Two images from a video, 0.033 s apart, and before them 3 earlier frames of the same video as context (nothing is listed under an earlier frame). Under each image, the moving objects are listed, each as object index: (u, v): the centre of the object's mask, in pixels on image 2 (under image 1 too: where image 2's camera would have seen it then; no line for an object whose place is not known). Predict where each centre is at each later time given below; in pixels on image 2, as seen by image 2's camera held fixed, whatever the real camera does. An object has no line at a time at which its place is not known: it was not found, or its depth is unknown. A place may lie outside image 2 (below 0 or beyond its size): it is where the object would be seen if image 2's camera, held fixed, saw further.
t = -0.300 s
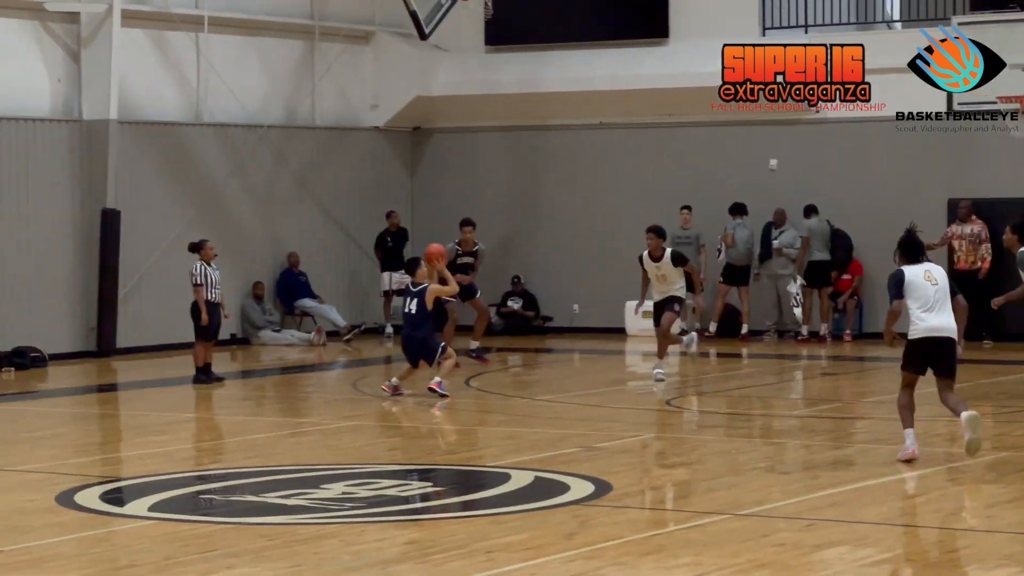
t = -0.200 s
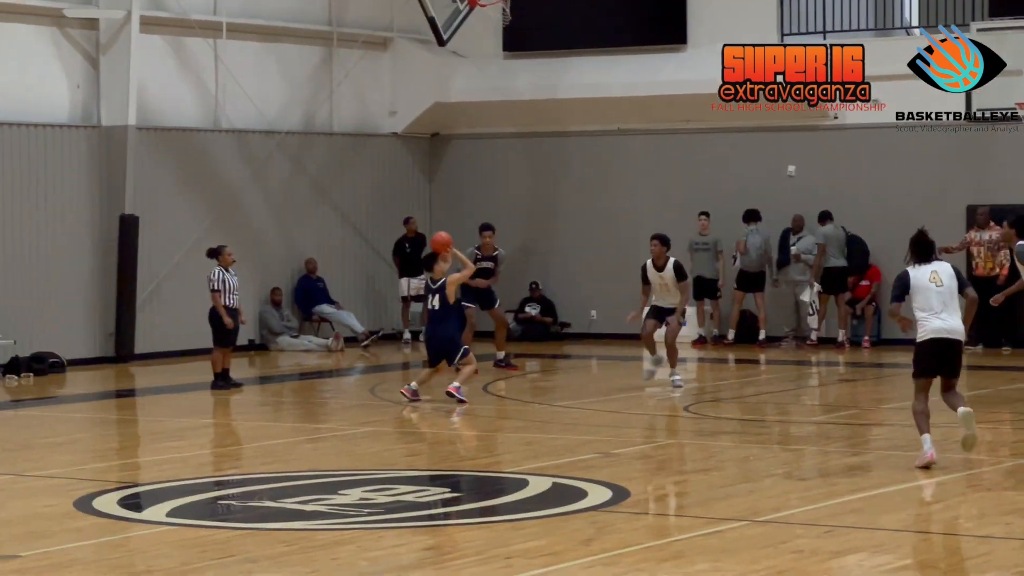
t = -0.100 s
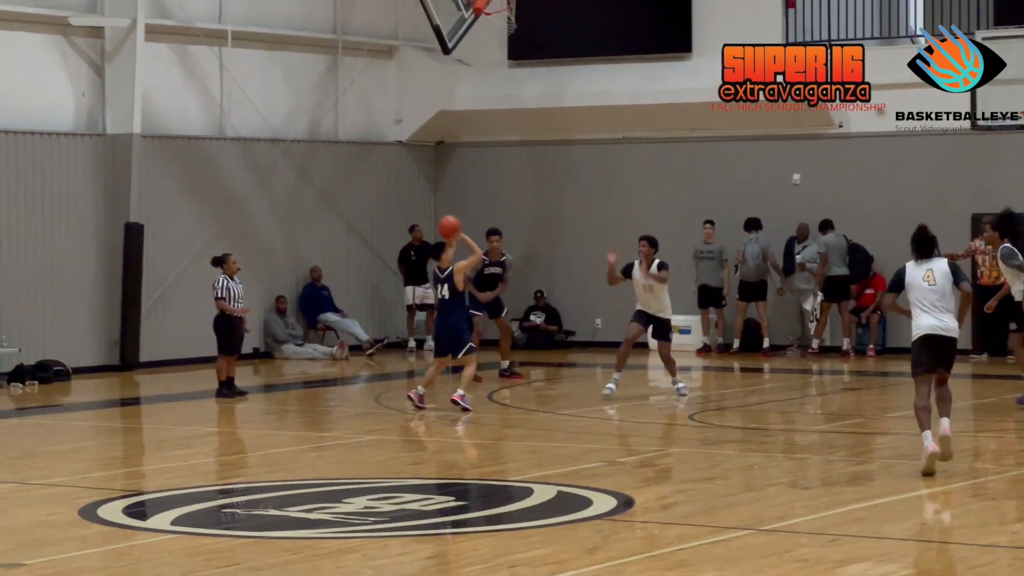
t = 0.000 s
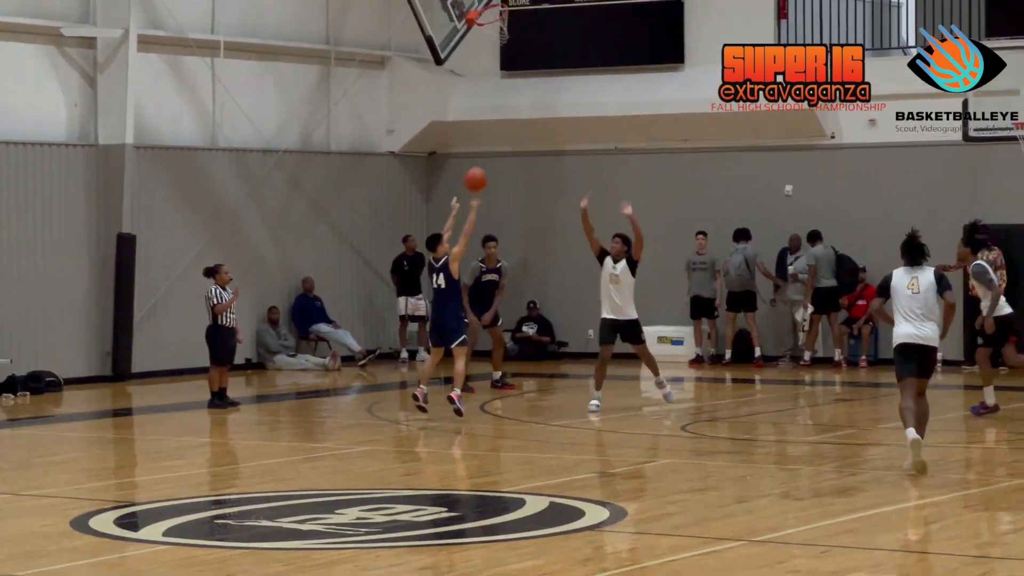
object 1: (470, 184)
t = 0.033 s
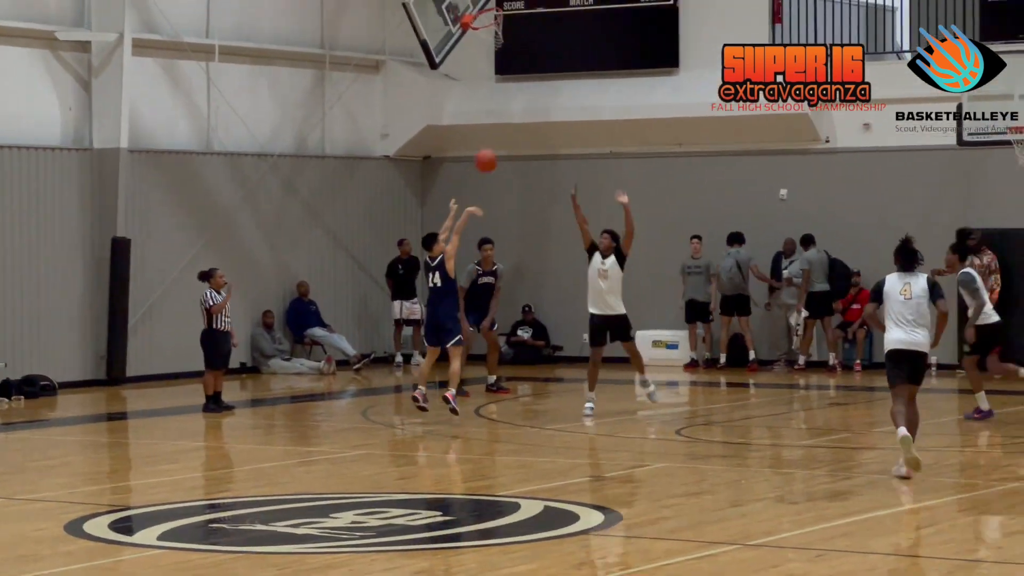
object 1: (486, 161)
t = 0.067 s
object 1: (500, 139)
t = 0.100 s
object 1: (515, 120)
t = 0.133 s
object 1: (529, 101)
